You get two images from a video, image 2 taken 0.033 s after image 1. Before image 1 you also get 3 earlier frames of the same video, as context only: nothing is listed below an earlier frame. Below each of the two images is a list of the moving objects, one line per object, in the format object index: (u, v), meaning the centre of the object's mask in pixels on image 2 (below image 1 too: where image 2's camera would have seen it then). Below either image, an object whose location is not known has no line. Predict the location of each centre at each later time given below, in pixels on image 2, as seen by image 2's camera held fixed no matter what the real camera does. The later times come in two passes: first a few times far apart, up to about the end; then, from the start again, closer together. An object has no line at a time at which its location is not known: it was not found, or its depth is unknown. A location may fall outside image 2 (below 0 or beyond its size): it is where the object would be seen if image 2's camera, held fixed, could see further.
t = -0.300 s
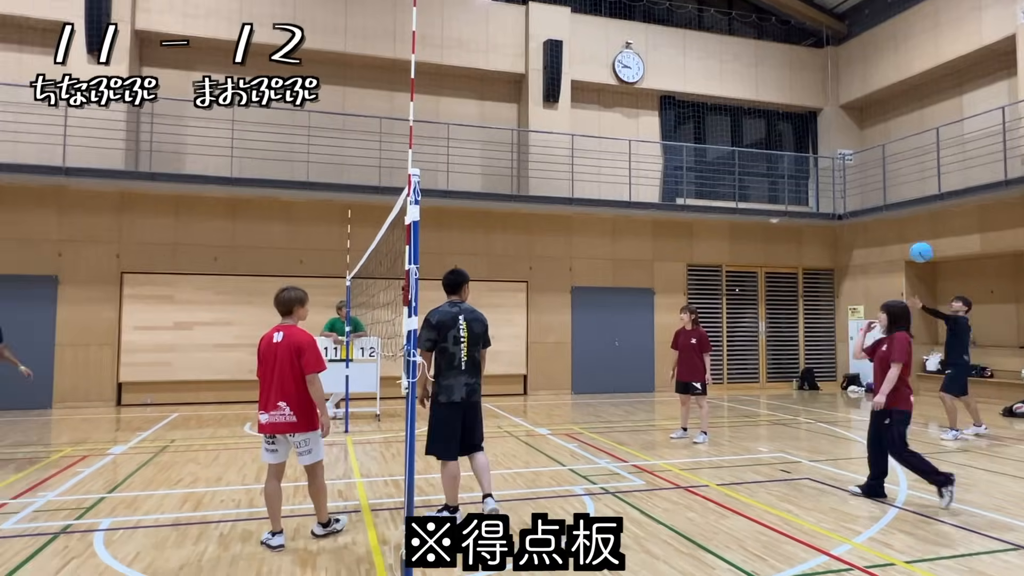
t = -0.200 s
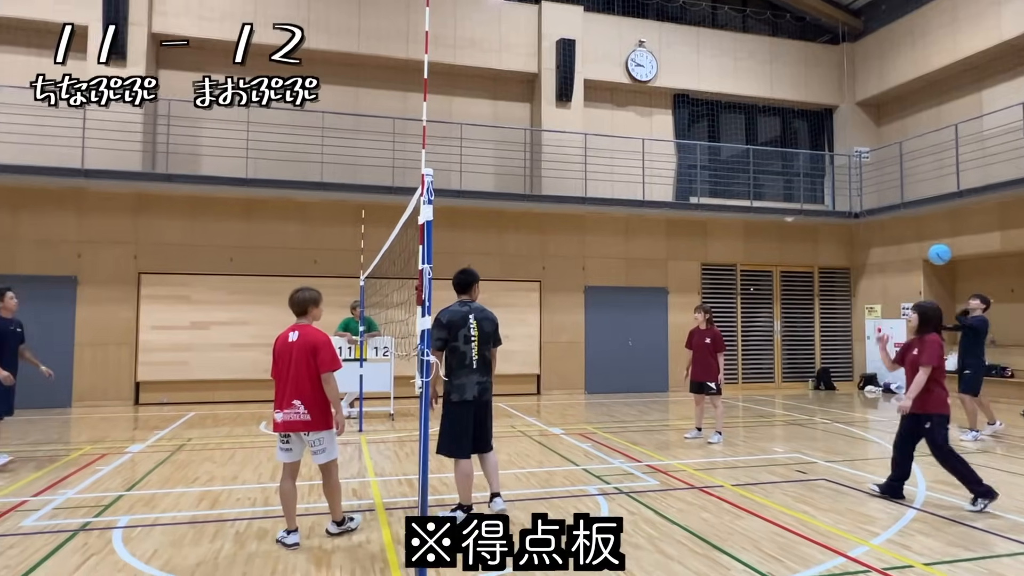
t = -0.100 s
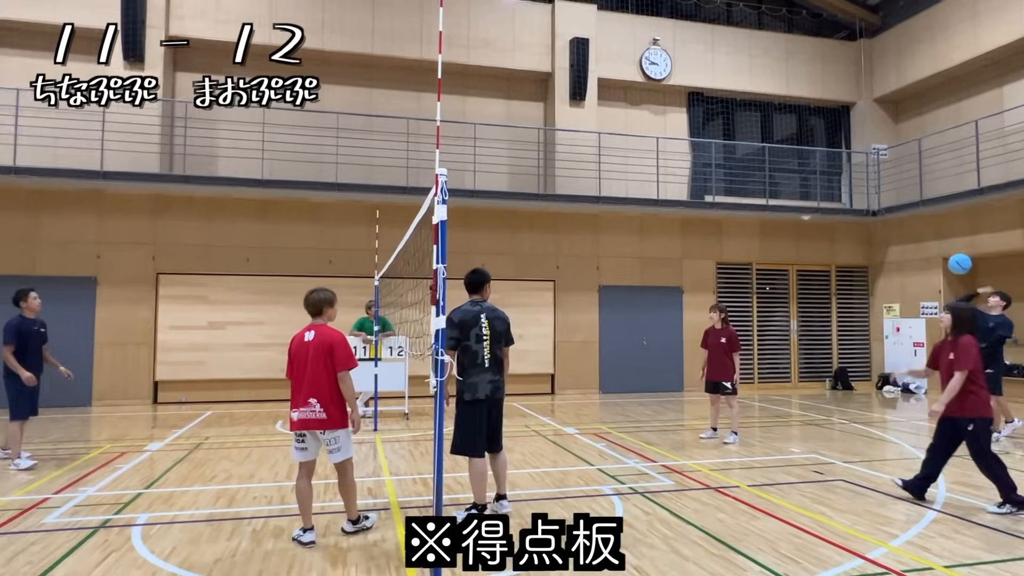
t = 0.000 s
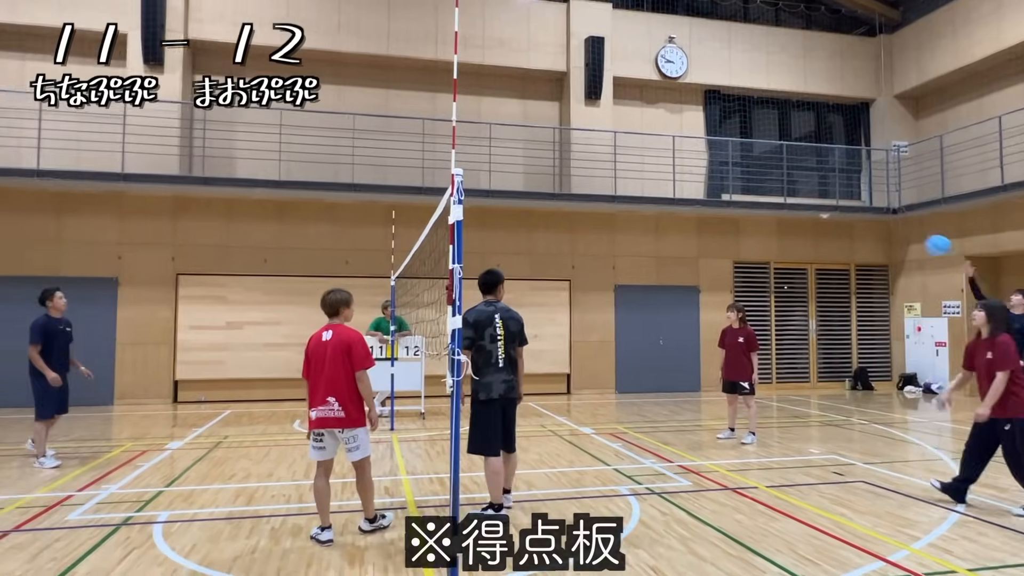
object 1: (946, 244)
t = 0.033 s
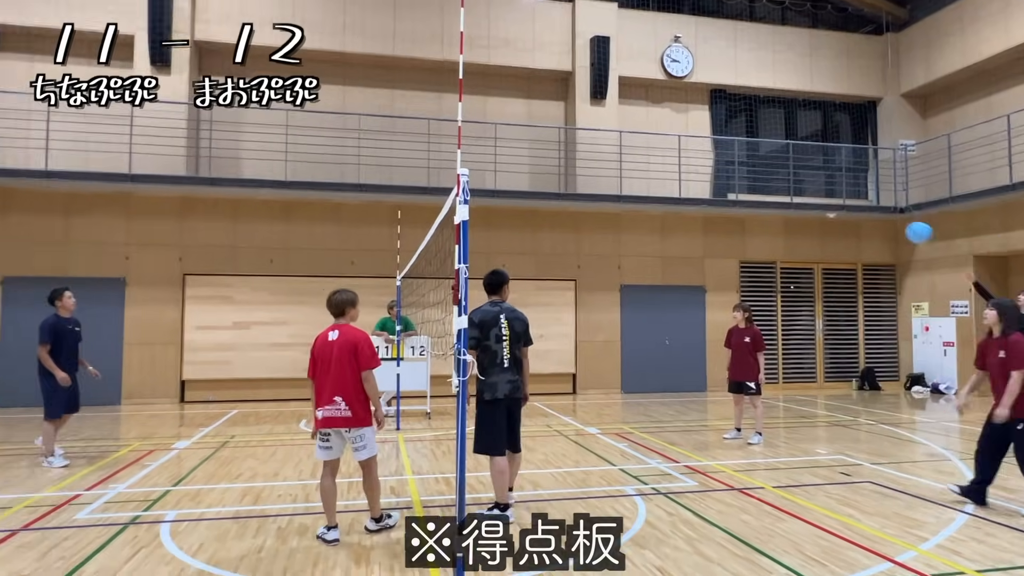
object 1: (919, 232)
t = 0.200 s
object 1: (786, 192)
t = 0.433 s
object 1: (601, 171)
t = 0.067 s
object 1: (892, 222)
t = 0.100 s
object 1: (865, 213)
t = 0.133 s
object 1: (838, 206)
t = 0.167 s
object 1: (812, 198)
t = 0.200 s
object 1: (786, 192)
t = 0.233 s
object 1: (759, 185)
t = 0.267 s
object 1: (733, 181)
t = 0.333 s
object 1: (681, 174)
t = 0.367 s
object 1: (654, 172)
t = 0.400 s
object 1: (628, 171)
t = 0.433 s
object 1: (601, 171)
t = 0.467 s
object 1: (576, 173)
